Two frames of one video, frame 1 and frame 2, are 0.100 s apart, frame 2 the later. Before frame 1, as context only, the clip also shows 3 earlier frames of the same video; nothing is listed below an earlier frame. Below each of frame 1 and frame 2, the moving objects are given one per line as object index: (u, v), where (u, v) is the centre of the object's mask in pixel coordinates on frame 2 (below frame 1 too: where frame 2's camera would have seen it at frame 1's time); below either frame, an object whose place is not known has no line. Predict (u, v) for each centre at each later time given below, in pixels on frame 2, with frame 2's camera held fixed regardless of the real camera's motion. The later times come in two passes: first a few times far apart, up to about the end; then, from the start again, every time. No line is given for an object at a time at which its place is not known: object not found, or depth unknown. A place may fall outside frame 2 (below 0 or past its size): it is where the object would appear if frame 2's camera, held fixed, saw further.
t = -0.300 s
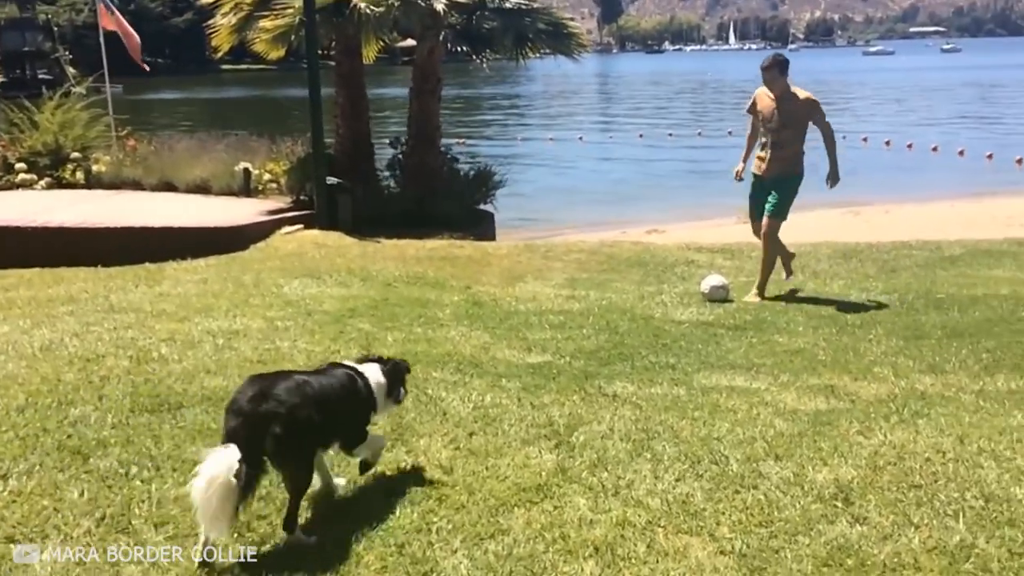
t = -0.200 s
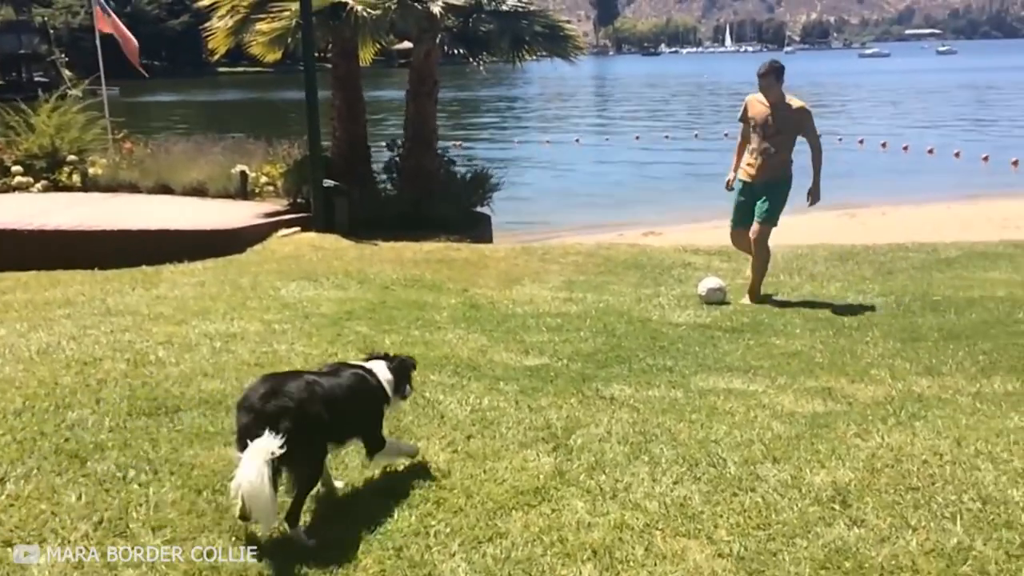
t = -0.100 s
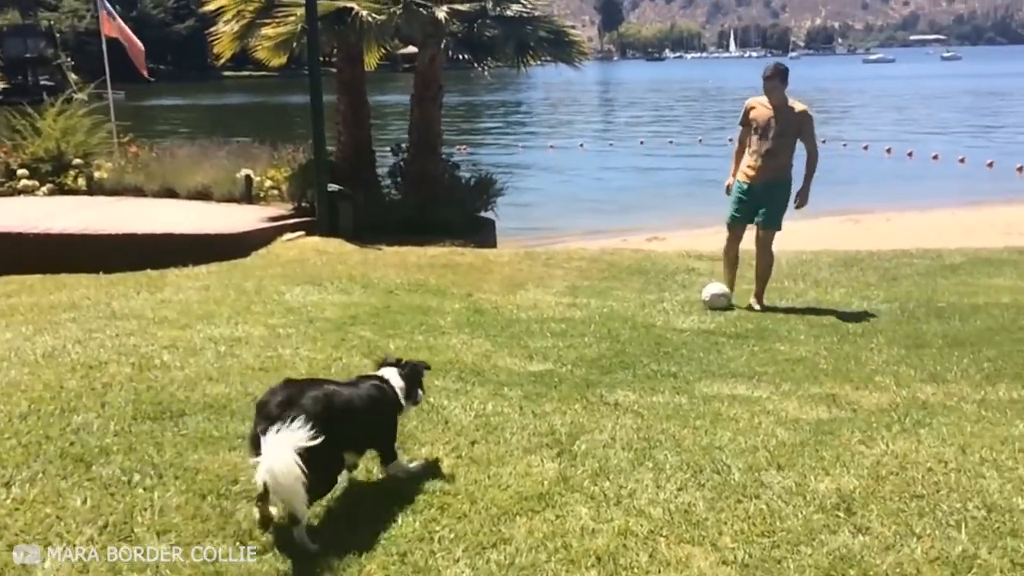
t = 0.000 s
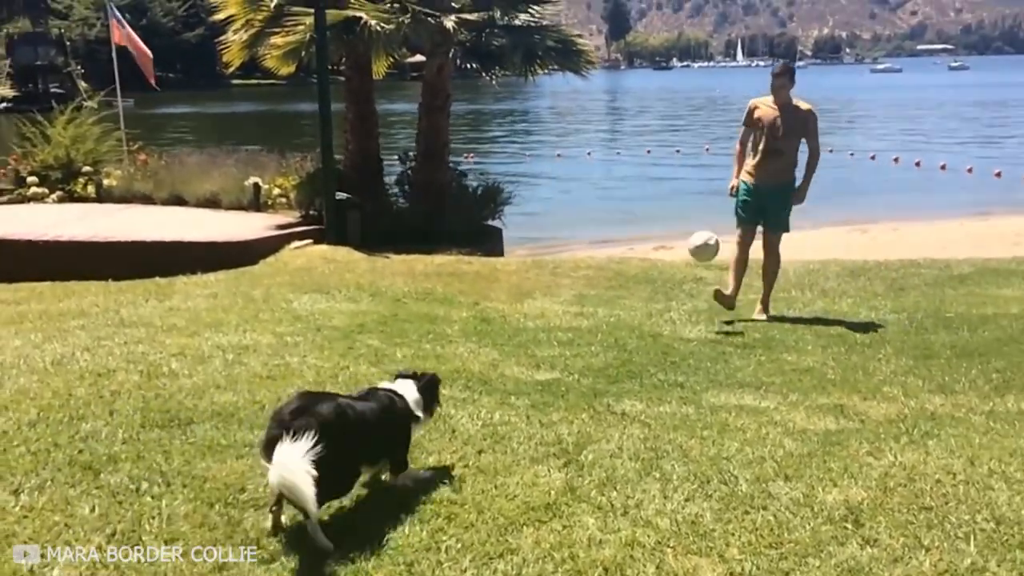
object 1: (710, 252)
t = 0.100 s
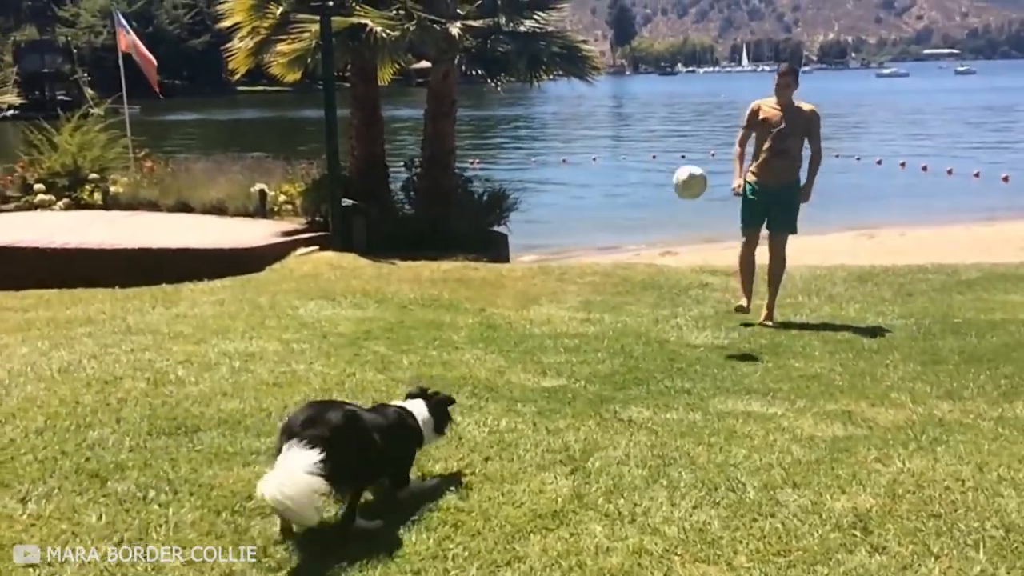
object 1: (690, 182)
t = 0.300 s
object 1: (637, 60)
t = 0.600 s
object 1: (508, -28)
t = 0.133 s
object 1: (682, 159)
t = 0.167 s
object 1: (674, 138)
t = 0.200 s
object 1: (665, 117)
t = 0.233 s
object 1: (657, 97)
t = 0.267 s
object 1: (647, 78)
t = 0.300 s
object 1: (637, 60)
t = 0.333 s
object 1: (625, 44)
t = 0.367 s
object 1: (614, 29)
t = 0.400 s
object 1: (602, 14)
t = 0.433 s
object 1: (589, 4)
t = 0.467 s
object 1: (573, -9)
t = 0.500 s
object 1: (559, -16)
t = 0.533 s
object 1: (544, -22)
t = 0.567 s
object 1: (529, -27)
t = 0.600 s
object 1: (508, -28)
